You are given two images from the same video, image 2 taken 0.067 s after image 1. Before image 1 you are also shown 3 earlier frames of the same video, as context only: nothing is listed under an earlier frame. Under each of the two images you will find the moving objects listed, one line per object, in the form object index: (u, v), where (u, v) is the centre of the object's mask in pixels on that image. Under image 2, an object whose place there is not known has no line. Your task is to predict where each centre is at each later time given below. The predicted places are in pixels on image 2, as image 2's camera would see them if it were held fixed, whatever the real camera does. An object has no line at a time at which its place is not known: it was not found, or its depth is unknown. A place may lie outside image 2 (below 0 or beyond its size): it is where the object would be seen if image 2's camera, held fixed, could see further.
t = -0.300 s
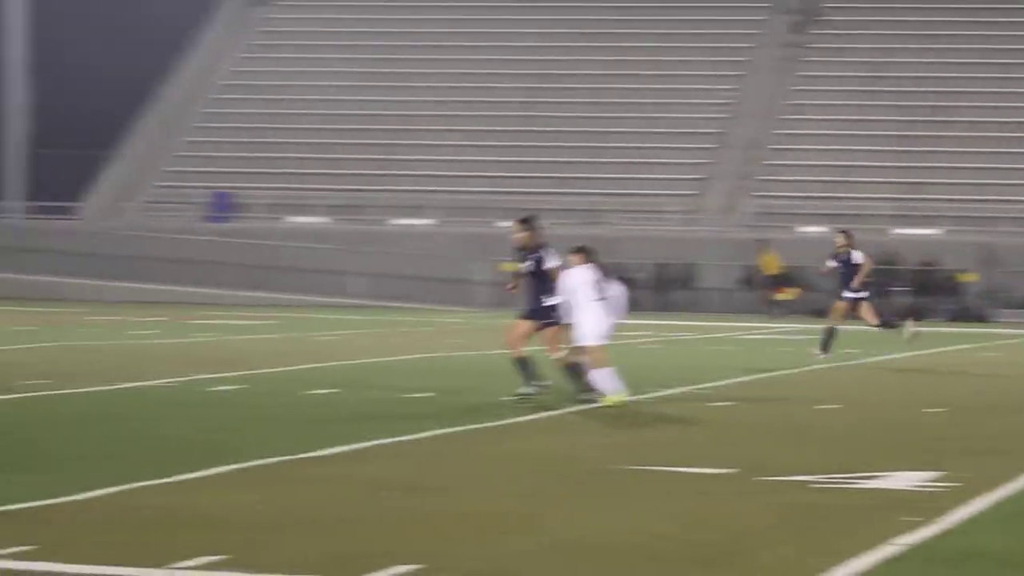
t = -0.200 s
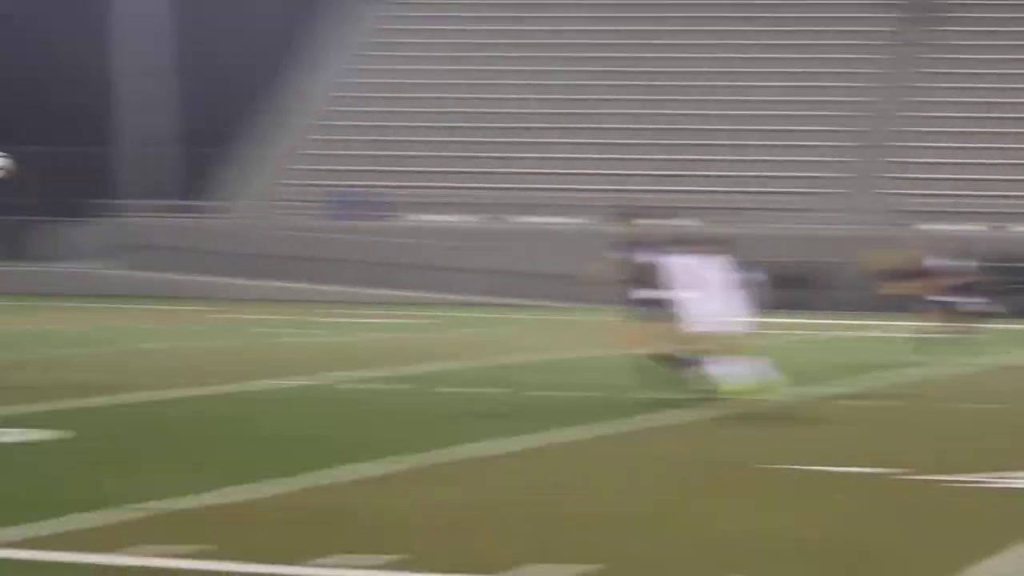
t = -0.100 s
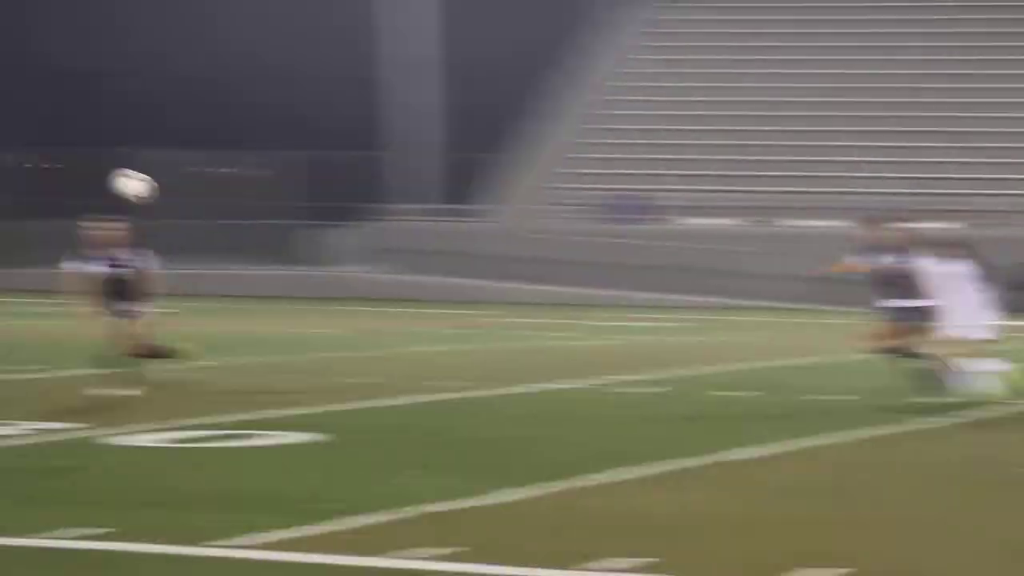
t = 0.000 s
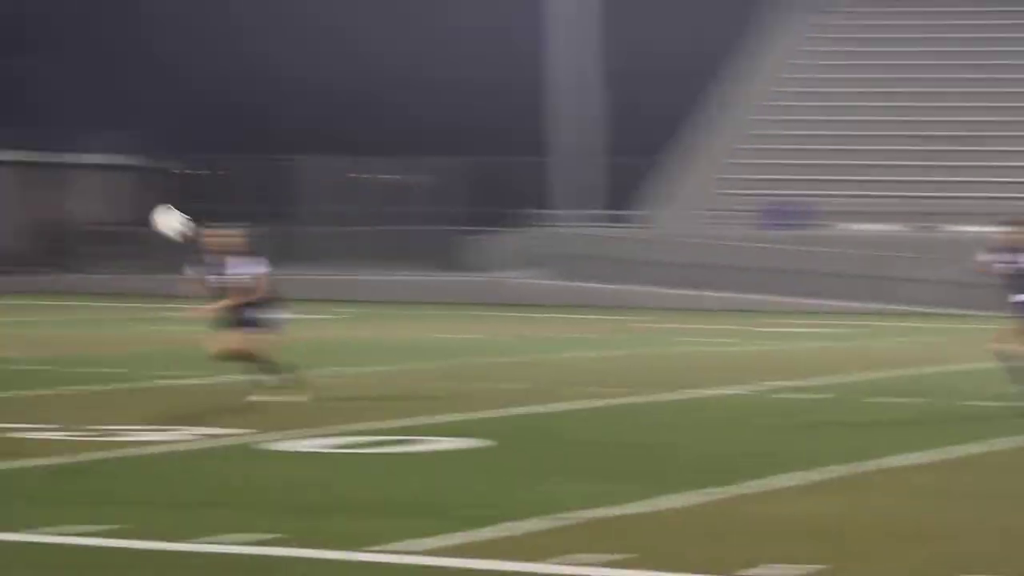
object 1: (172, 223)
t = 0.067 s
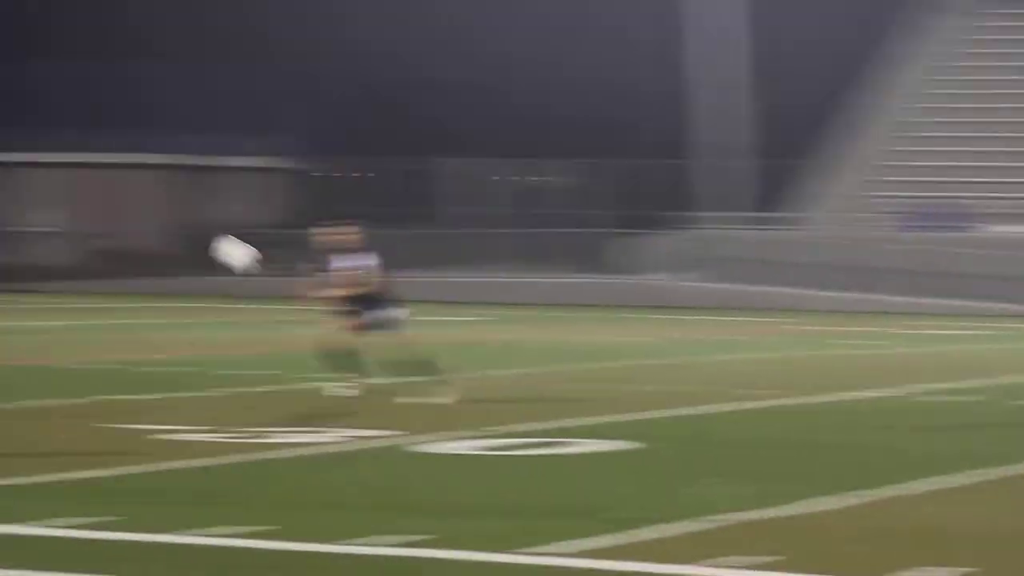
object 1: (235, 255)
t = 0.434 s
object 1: (-196, 369)
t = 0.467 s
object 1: (-226, 354)
